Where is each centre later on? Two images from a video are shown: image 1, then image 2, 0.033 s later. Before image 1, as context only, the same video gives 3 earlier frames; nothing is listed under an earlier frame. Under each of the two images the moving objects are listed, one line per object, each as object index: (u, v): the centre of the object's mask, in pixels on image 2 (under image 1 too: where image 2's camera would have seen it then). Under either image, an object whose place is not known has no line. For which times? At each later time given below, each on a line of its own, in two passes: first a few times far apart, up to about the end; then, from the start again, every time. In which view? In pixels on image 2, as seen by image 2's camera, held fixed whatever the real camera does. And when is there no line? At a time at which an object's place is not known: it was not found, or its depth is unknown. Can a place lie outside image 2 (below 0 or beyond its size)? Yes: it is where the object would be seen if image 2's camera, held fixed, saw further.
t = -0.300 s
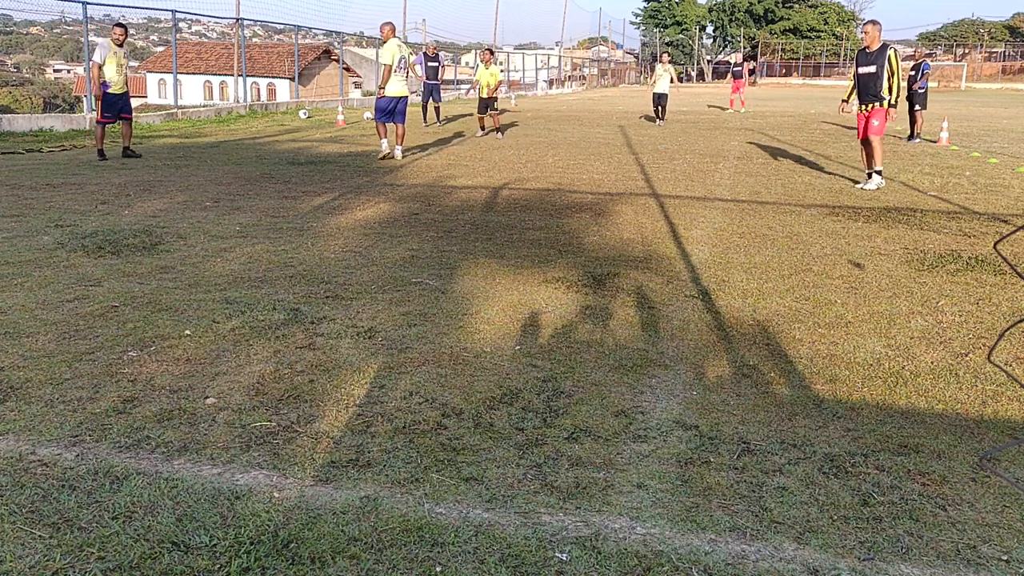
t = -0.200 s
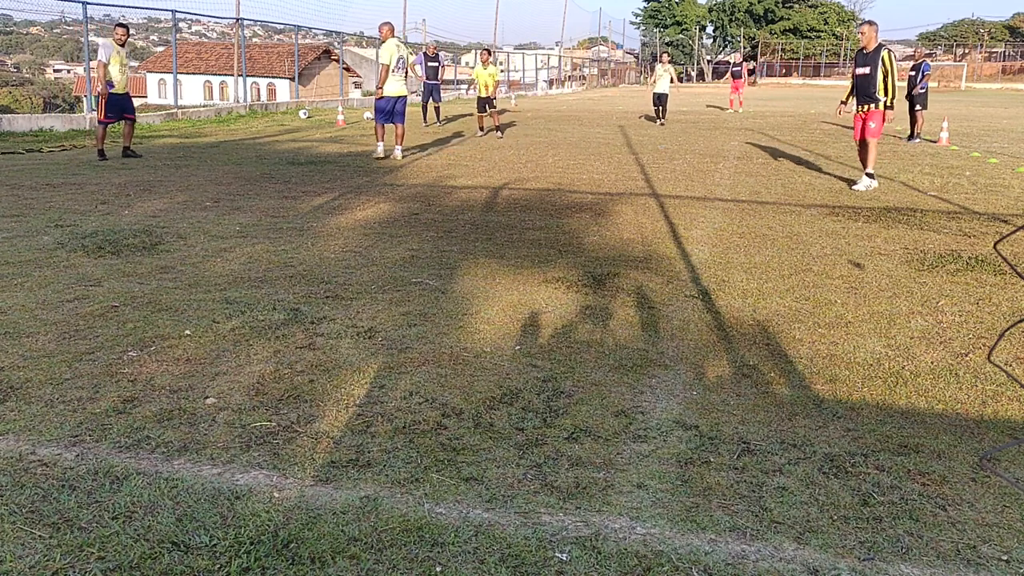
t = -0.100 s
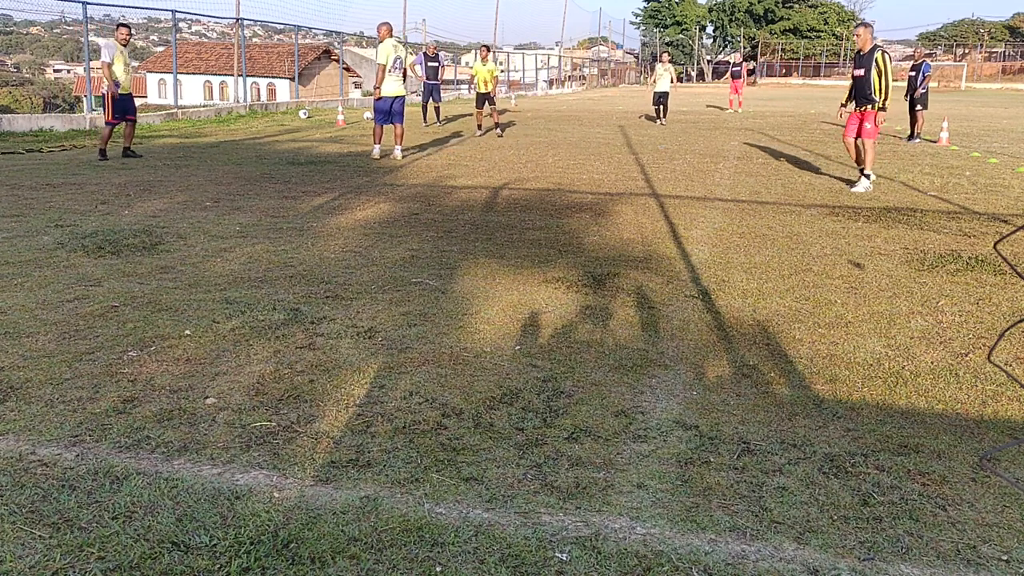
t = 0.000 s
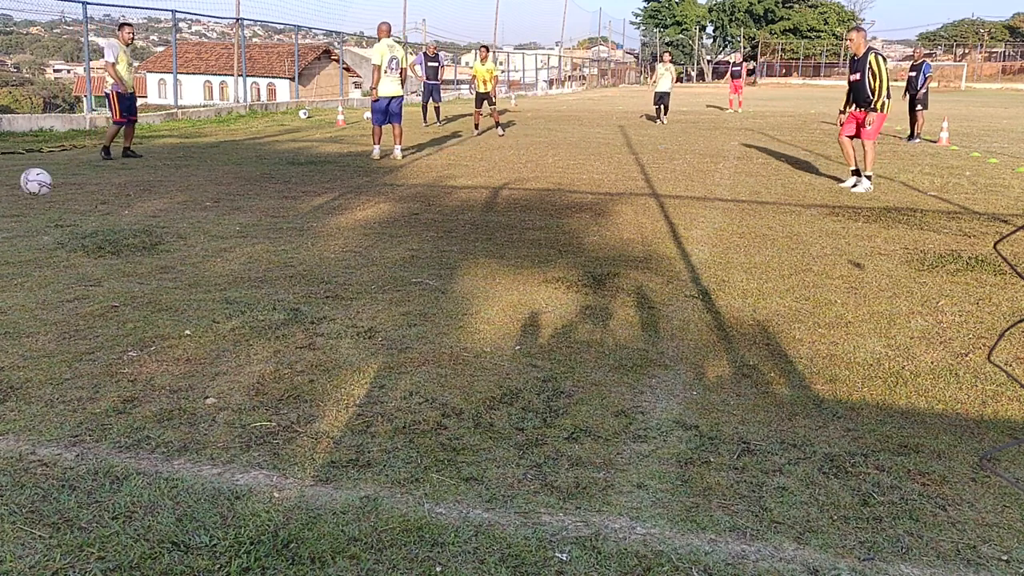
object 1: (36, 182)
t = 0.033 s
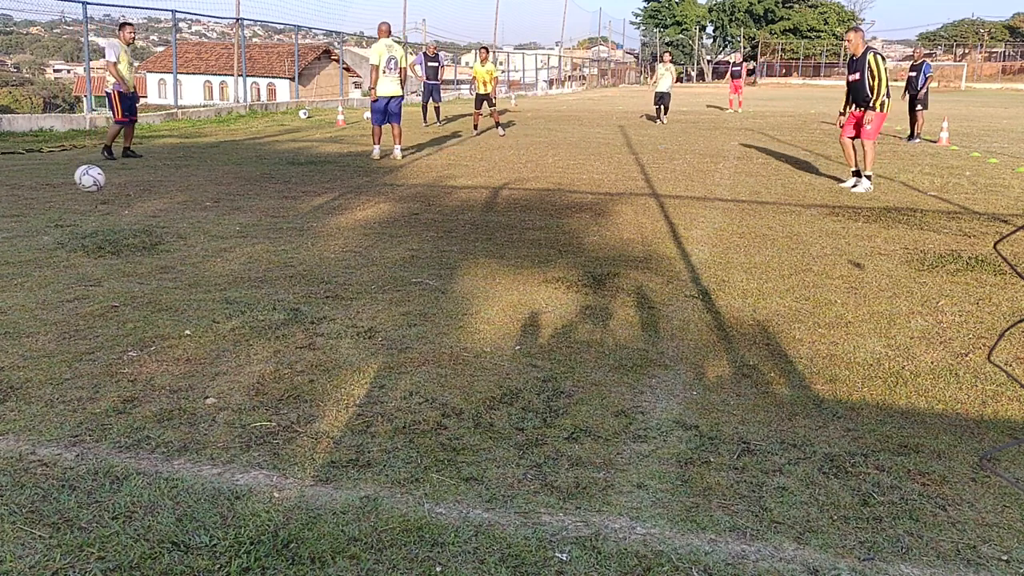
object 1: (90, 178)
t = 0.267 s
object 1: (405, 183)
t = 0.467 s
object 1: (589, 165)
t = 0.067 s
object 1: (141, 176)
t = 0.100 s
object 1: (191, 176)
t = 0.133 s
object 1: (240, 178)
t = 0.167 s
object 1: (286, 181)
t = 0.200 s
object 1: (330, 186)
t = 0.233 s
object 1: (372, 190)
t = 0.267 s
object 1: (405, 183)
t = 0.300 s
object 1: (438, 176)
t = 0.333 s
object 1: (470, 171)
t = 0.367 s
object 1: (501, 168)
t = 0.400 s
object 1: (531, 167)
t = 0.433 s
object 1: (560, 165)
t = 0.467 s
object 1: (589, 165)
